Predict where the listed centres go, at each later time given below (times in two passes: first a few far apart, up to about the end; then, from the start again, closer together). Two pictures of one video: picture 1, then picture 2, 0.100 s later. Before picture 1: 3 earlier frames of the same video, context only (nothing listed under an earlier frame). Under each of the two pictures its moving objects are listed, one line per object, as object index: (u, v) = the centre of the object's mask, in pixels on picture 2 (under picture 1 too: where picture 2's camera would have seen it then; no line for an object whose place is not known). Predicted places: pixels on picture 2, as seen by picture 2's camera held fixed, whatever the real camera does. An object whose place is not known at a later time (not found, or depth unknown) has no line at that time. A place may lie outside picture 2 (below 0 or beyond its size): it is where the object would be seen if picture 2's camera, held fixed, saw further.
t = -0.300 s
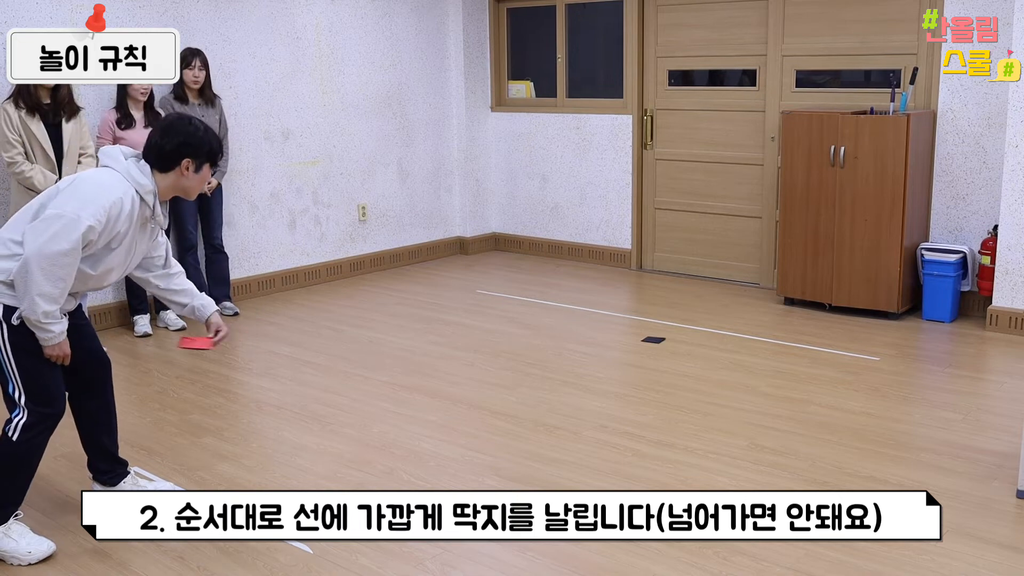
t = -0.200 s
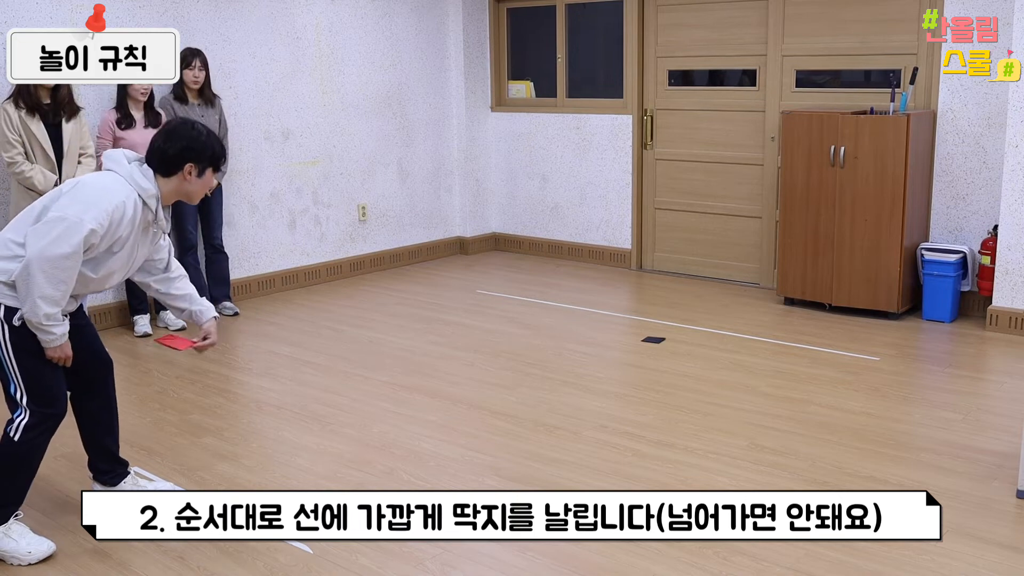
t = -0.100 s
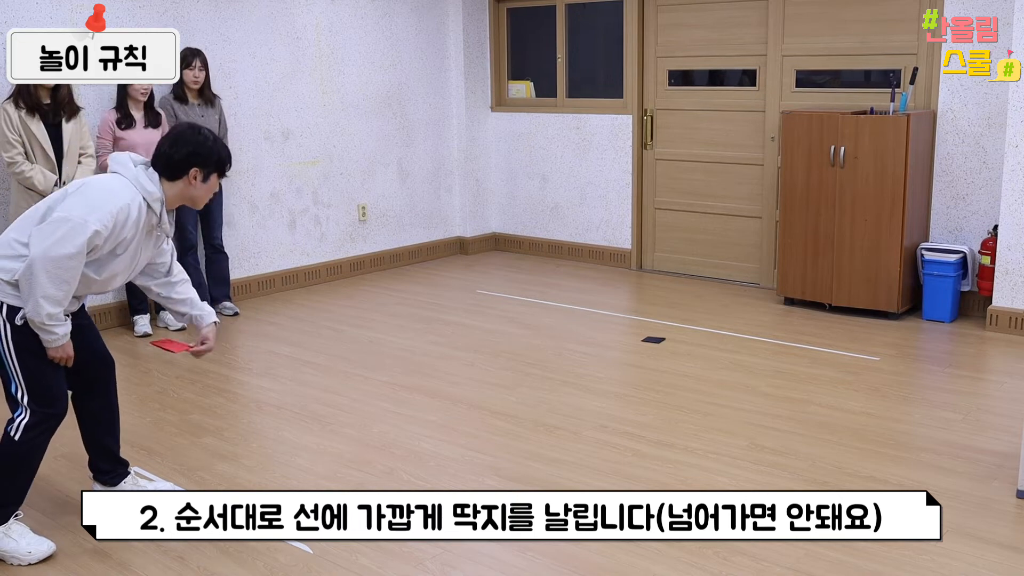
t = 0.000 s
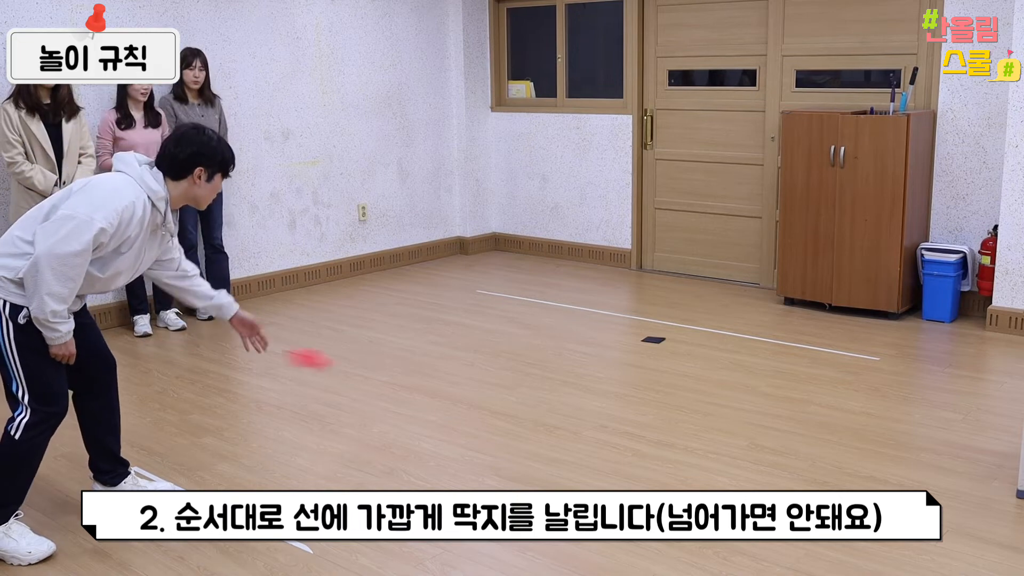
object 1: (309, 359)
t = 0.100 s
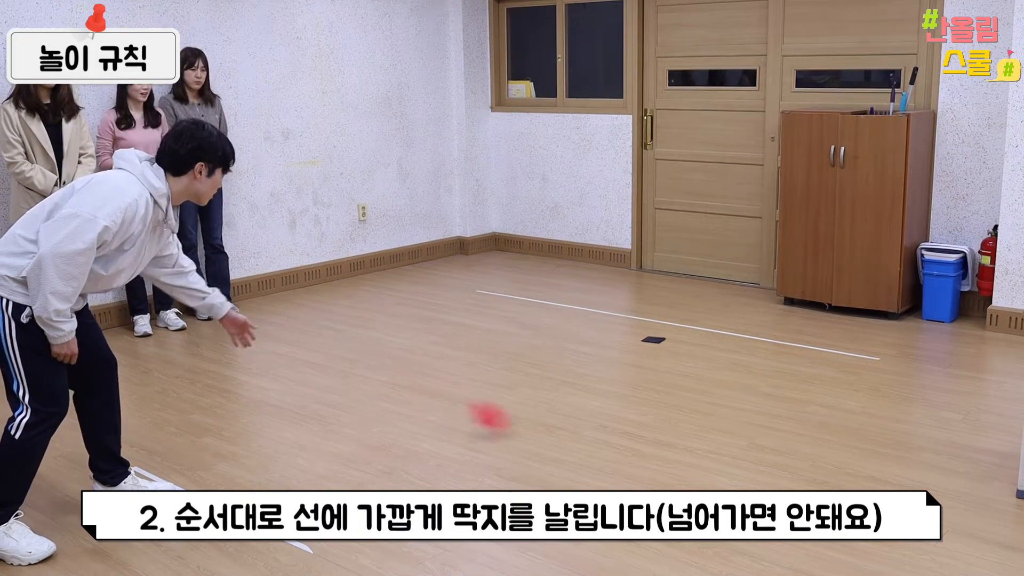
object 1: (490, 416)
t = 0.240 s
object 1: (658, 405)
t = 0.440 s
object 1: (796, 377)
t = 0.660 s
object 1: (853, 366)
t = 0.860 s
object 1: (856, 365)
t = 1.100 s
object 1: (856, 365)
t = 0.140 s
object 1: (547, 426)
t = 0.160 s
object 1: (571, 421)
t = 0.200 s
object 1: (618, 413)
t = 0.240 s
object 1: (658, 405)
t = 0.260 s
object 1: (677, 401)
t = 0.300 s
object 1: (710, 395)
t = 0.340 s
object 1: (740, 389)
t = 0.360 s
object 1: (753, 386)
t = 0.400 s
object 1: (777, 381)
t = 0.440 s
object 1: (796, 377)
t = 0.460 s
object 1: (805, 375)
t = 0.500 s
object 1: (821, 372)
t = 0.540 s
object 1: (833, 370)
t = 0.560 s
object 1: (838, 368)
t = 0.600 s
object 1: (846, 367)
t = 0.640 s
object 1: (851, 366)
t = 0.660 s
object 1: (853, 366)
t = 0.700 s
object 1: (856, 365)
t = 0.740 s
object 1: (856, 365)
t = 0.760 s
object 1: (856, 365)
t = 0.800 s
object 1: (856, 365)
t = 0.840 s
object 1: (856, 365)
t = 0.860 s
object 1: (856, 365)
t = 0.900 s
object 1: (856, 365)
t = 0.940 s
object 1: (856, 365)
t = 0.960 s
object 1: (856, 365)
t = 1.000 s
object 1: (856, 365)
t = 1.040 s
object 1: (856, 365)
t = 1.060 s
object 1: (856, 365)
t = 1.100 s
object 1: (856, 365)
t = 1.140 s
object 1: (856, 365)
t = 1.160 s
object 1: (856, 365)
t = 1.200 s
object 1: (856, 365)
